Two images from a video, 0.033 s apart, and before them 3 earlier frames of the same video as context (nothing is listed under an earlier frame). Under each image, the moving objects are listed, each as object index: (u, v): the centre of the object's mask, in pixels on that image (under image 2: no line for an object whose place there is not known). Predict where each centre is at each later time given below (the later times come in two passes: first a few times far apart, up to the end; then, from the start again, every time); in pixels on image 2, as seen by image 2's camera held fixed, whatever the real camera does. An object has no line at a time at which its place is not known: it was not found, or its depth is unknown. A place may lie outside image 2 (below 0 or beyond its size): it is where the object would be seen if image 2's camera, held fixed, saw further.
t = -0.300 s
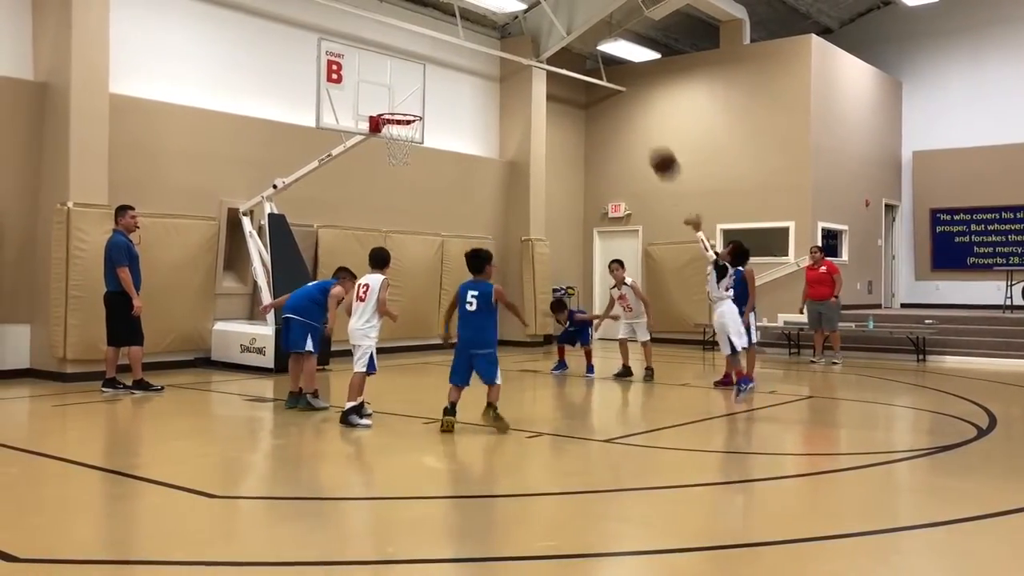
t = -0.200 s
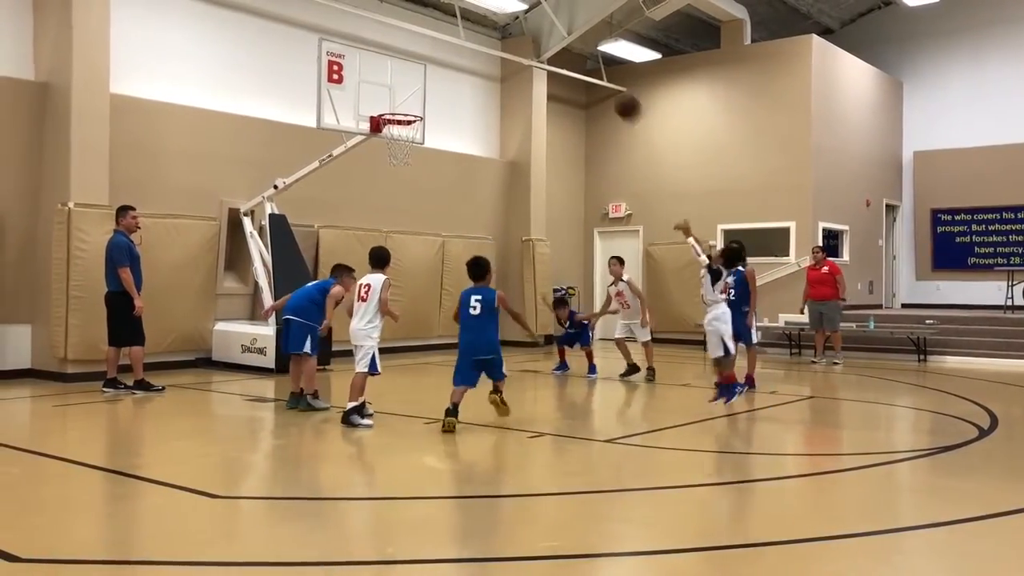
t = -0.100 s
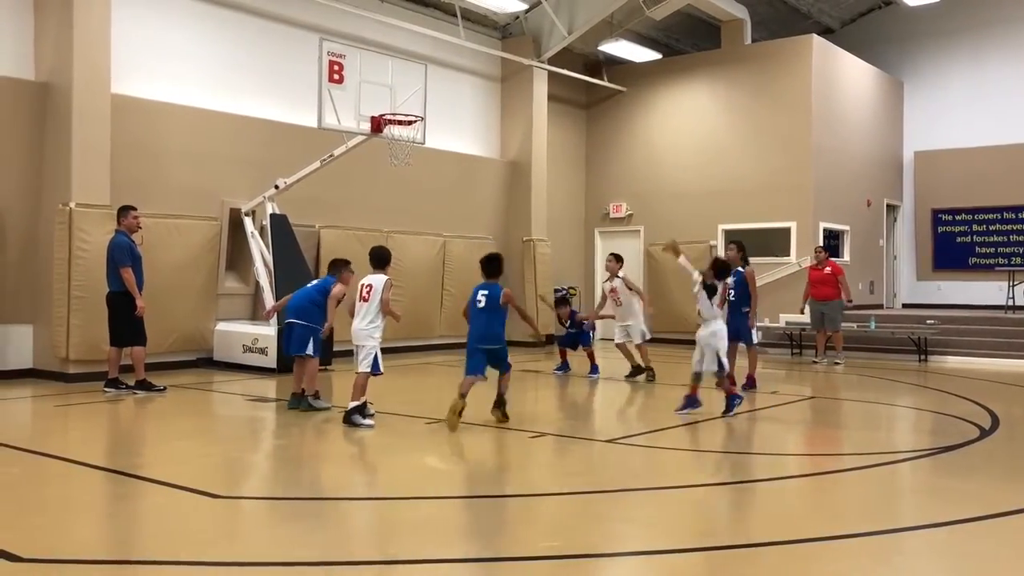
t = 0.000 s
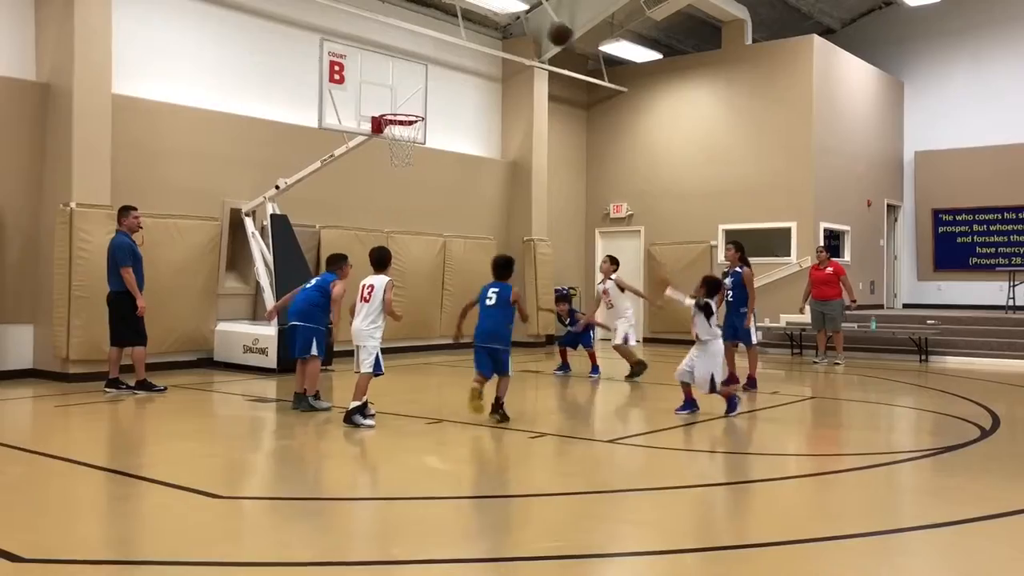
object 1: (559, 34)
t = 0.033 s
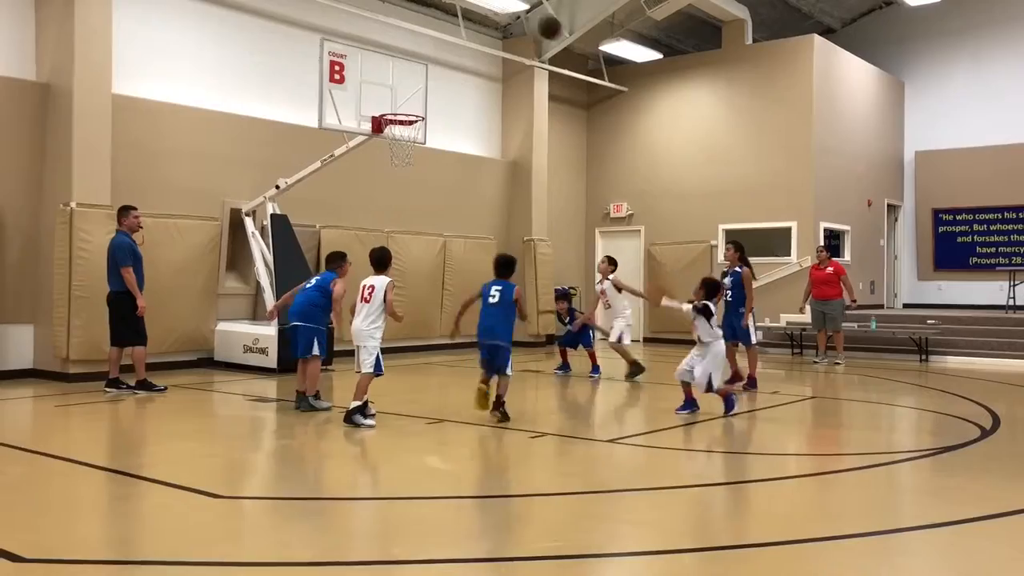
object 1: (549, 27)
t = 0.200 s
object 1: (499, 12)
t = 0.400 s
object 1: (445, 27)
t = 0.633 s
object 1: (388, 88)
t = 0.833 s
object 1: (412, 148)
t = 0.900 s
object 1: (415, 156)
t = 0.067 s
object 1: (539, 22)
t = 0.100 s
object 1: (529, 18)
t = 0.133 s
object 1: (520, 14)
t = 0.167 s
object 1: (509, 13)
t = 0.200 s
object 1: (499, 12)
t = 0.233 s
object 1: (490, 11)
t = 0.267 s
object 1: (480, 12)
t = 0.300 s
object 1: (471, 14)
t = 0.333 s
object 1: (462, 18)
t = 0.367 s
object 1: (453, 22)
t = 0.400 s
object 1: (445, 27)
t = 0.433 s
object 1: (436, 33)
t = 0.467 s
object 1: (428, 40)
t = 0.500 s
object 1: (420, 47)
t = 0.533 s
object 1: (412, 56)
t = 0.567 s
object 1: (404, 66)
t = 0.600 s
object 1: (396, 77)
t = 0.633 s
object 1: (388, 88)
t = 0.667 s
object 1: (389, 97)
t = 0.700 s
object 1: (393, 105)
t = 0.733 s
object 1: (398, 115)
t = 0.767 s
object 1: (403, 126)
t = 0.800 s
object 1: (408, 139)
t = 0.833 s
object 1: (412, 148)
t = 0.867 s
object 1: (414, 152)
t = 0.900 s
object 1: (415, 156)
